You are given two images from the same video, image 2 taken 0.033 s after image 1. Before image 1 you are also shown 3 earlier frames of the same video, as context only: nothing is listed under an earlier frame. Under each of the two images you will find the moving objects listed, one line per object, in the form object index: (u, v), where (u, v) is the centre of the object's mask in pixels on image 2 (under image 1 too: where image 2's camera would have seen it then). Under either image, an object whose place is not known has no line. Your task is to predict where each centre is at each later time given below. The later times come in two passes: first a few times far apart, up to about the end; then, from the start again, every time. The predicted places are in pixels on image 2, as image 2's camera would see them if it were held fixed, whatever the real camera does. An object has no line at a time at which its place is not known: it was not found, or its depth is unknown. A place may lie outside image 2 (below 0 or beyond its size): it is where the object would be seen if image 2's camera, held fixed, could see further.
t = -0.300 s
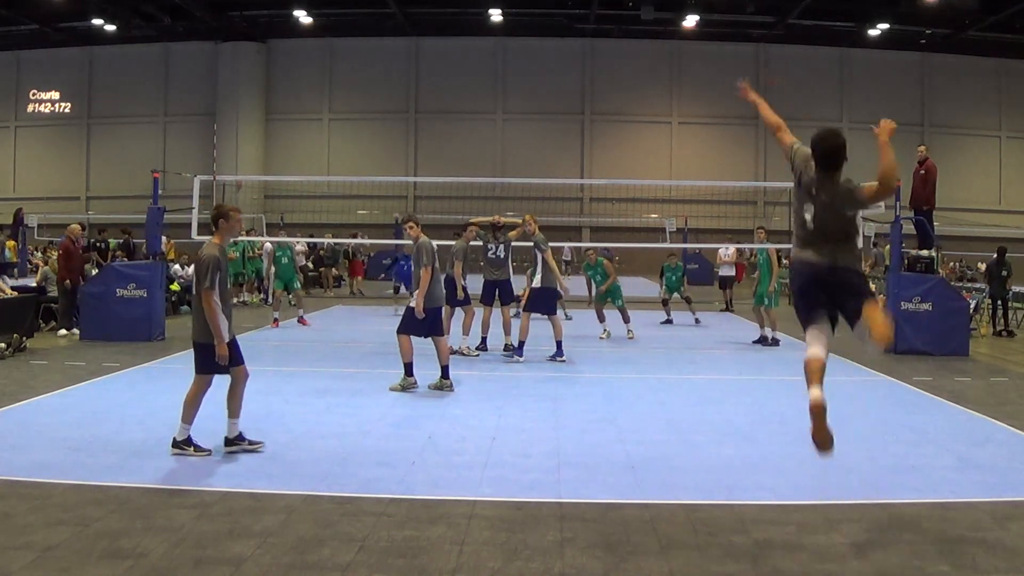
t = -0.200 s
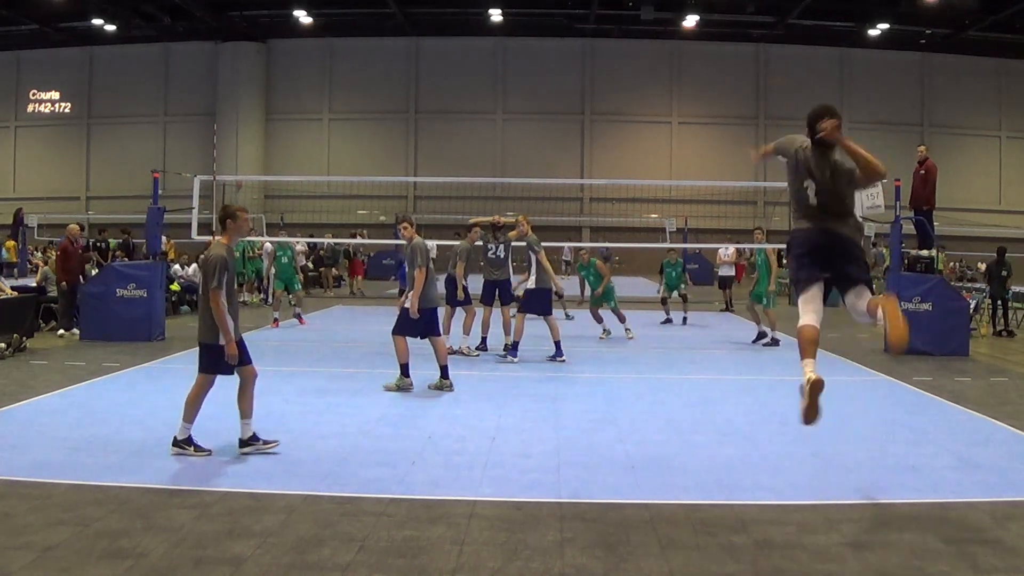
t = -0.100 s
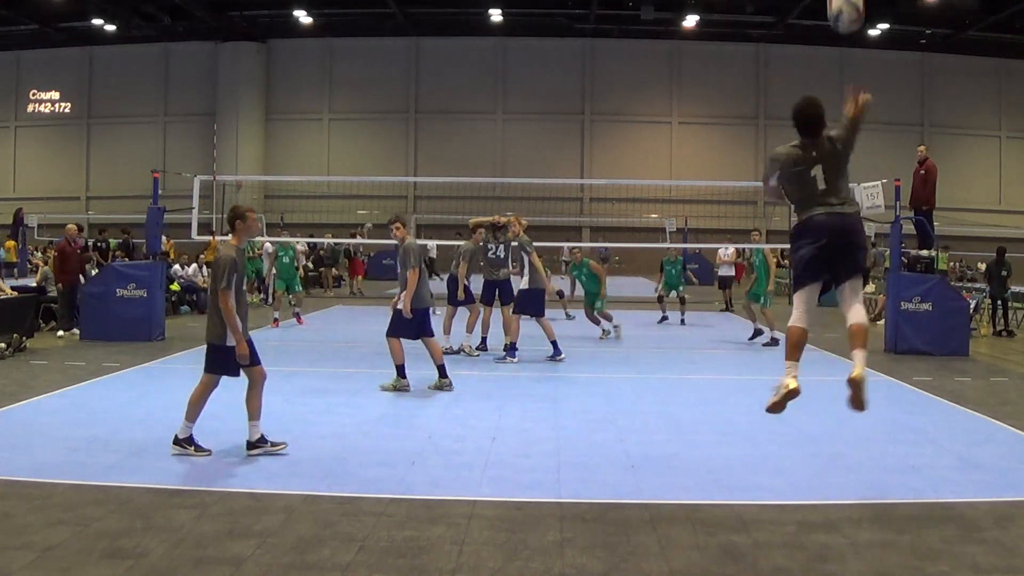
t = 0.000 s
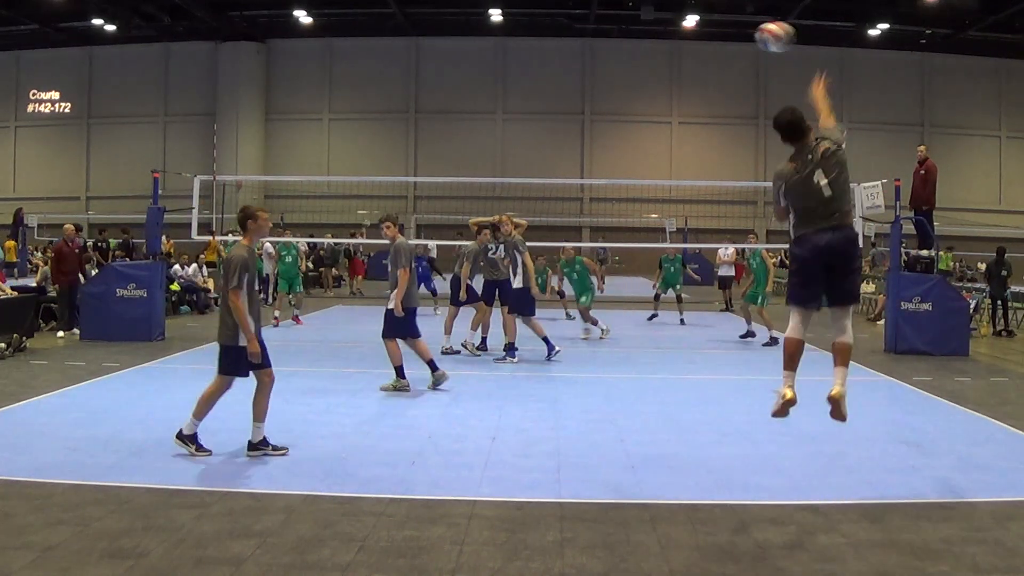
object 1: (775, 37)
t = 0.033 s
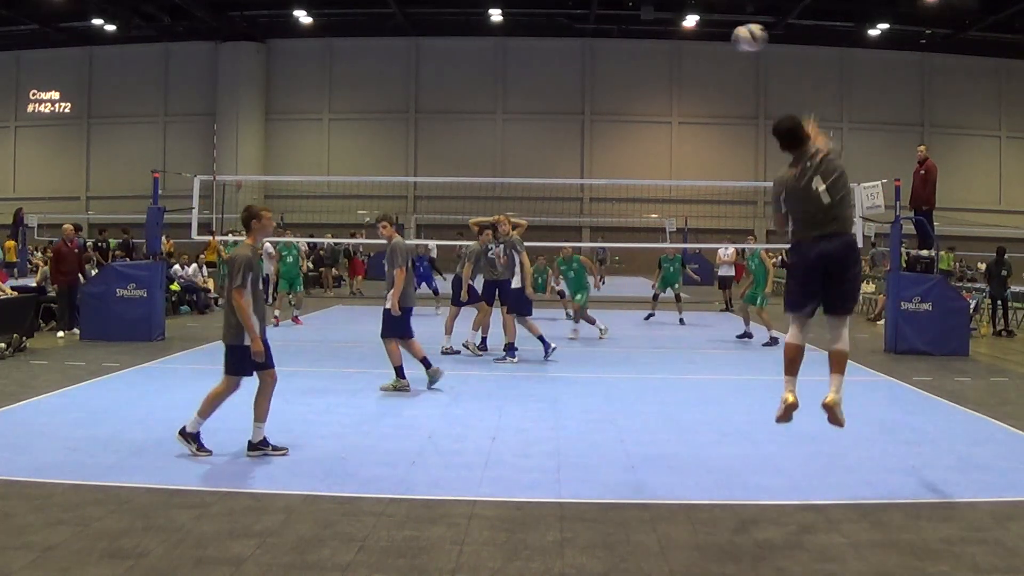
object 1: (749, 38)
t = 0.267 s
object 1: (640, 86)
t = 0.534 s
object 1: (576, 170)
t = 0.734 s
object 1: (545, 238)
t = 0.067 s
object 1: (727, 41)
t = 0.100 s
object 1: (708, 46)
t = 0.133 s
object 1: (691, 52)
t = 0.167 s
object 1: (676, 60)
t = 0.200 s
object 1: (663, 68)
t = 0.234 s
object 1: (651, 77)
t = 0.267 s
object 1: (640, 86)
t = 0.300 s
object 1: (630, 96)
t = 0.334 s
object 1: (620, 106)
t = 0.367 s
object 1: (611, 116)
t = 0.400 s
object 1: (604, 126)
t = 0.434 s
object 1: (596, 136)
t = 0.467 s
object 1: (589, 148)
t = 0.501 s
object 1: (583, 159)
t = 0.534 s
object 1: (576, 170)
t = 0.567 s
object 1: (571, 180)
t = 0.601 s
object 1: (564, 193)
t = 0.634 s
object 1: (560, 205)
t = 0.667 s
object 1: (555, 216)
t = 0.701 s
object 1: (549, 225)
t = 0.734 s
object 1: (545, 238)
